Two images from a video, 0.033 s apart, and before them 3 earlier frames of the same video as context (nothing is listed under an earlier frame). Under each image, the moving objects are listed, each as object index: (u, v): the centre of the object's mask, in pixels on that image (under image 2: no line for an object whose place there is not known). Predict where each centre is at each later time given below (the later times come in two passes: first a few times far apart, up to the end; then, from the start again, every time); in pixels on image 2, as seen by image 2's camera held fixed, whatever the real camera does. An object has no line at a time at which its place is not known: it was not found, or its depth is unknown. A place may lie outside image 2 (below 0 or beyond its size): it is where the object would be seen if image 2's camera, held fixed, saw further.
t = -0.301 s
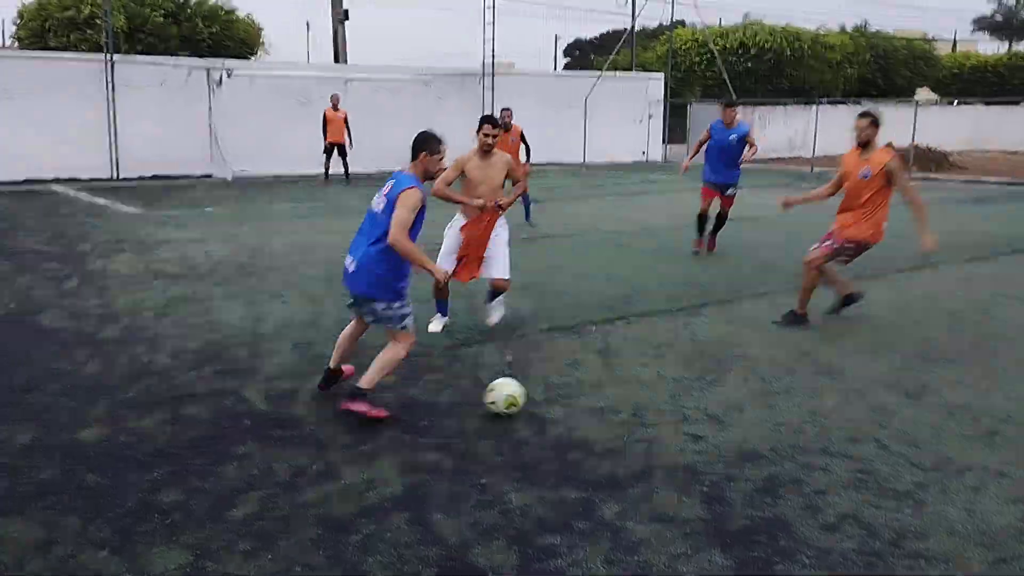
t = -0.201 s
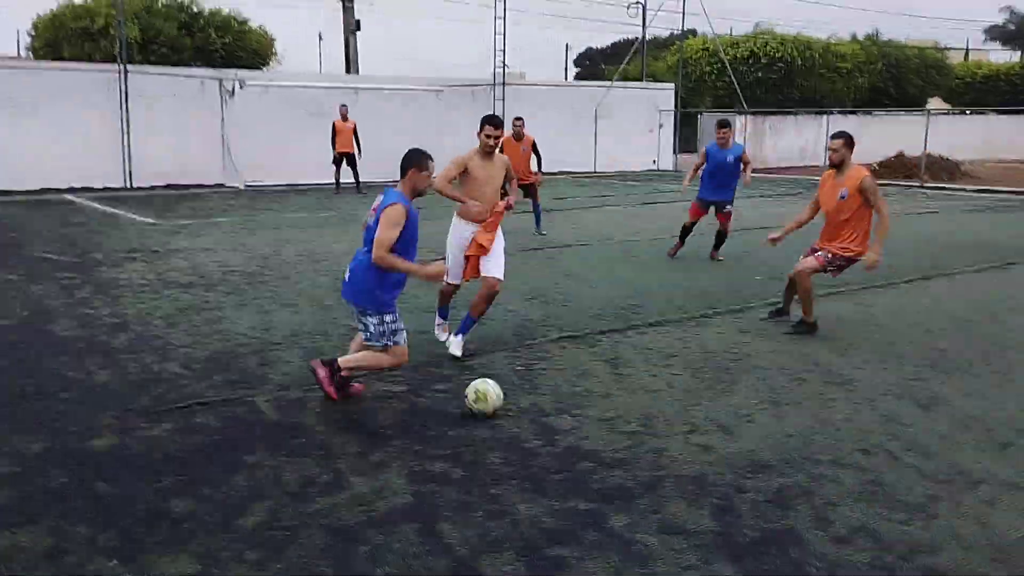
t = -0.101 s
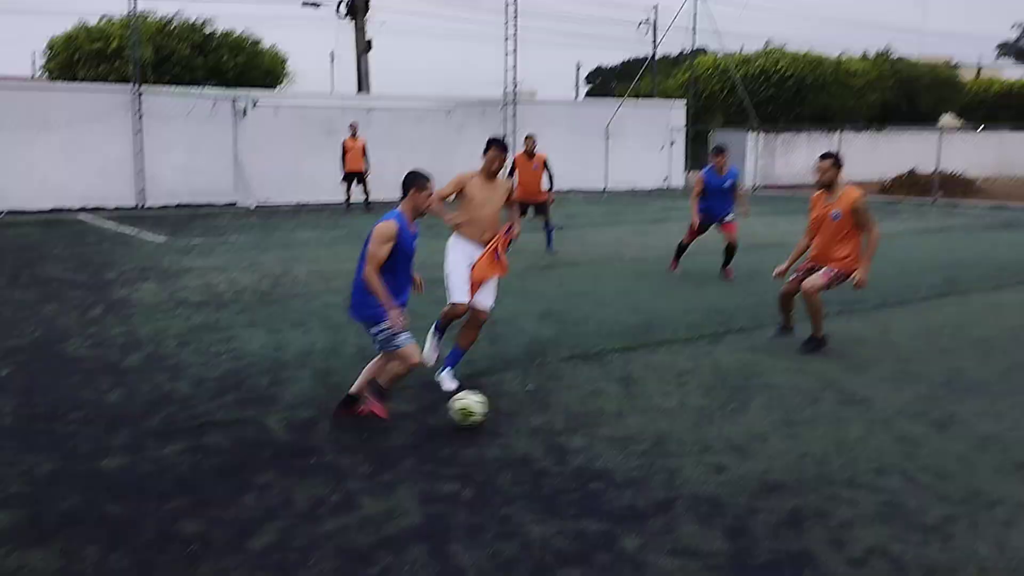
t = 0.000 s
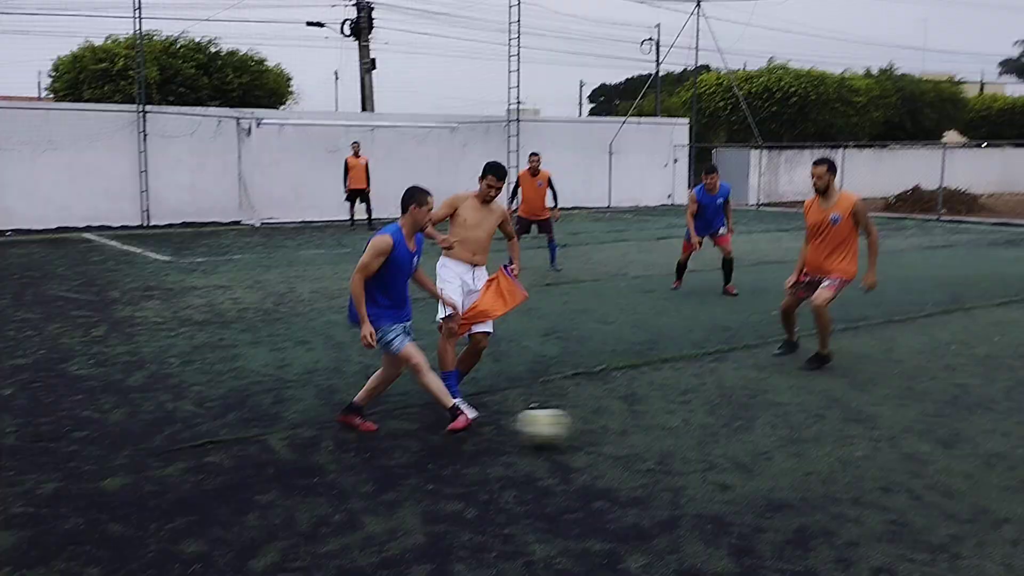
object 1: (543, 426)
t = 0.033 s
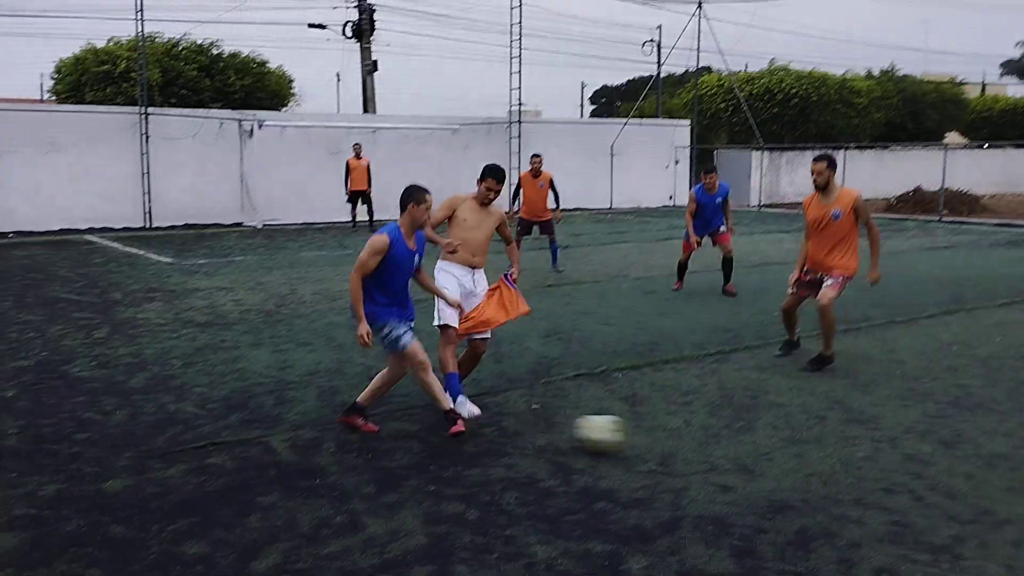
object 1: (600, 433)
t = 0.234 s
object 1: (932, 458)
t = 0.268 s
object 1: (989, 464)
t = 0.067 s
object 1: (654, 435)
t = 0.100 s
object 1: (708, 436)
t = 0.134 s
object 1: (763, 443)
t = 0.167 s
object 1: (820, 449)
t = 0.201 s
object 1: (875, 453)
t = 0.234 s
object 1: (932, 458)
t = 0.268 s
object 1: (989, 464)
